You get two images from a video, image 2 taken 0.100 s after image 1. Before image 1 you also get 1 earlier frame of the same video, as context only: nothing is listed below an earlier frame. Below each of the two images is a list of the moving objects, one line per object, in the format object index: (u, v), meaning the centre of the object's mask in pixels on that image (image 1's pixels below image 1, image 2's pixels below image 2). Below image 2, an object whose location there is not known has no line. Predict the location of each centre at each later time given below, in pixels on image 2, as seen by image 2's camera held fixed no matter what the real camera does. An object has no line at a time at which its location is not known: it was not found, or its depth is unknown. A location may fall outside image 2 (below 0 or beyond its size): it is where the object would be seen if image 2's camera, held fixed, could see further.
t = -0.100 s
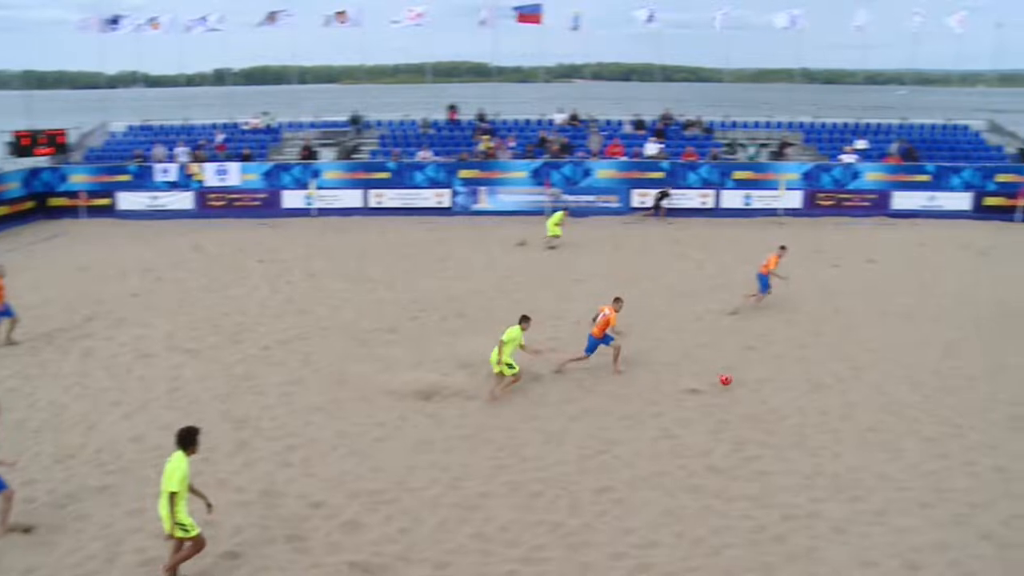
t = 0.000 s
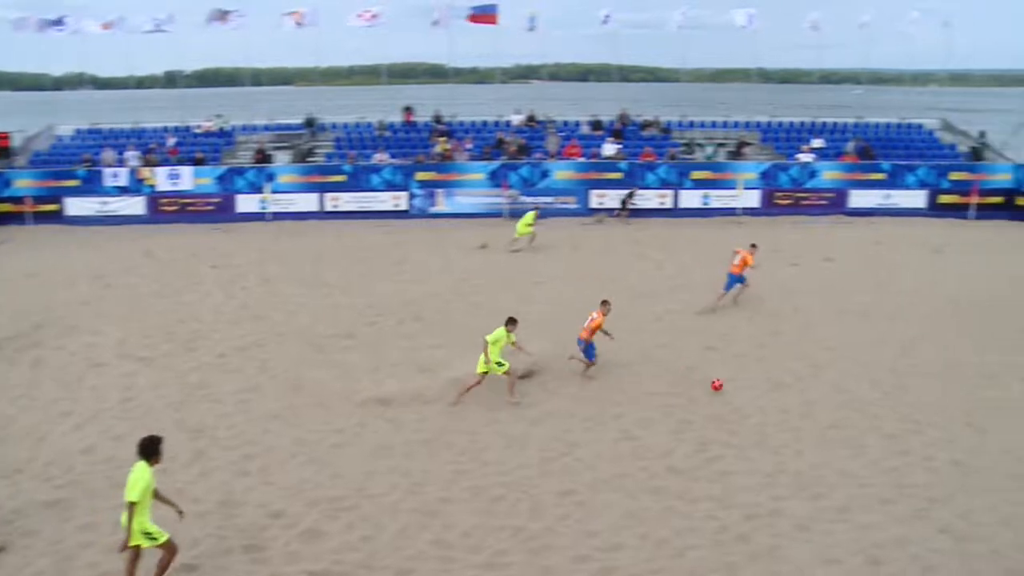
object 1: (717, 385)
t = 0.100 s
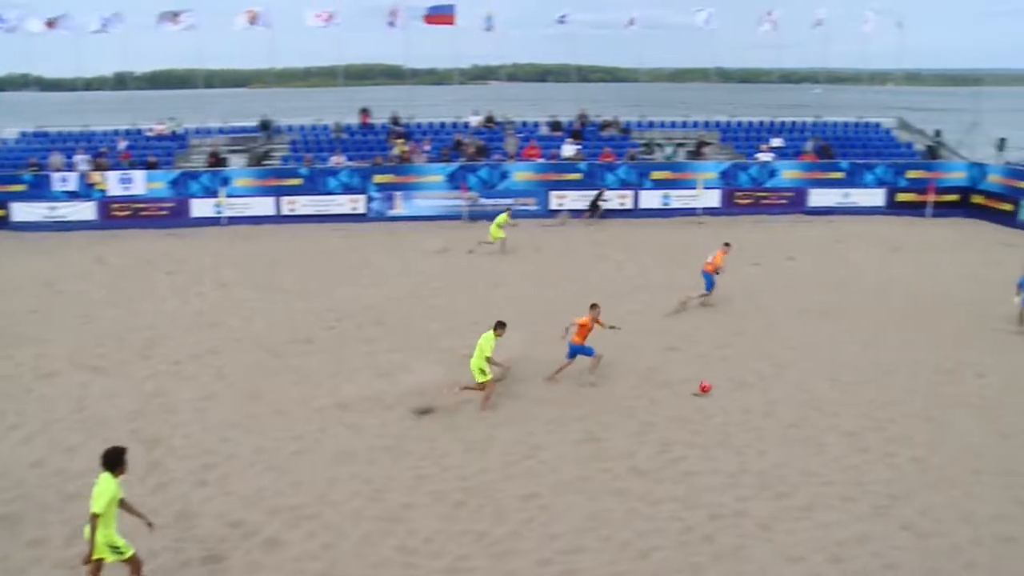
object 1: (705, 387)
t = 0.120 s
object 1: (710, 386)
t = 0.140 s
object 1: (714, 388)
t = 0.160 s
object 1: (719, 388)
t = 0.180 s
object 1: (722, 389)
